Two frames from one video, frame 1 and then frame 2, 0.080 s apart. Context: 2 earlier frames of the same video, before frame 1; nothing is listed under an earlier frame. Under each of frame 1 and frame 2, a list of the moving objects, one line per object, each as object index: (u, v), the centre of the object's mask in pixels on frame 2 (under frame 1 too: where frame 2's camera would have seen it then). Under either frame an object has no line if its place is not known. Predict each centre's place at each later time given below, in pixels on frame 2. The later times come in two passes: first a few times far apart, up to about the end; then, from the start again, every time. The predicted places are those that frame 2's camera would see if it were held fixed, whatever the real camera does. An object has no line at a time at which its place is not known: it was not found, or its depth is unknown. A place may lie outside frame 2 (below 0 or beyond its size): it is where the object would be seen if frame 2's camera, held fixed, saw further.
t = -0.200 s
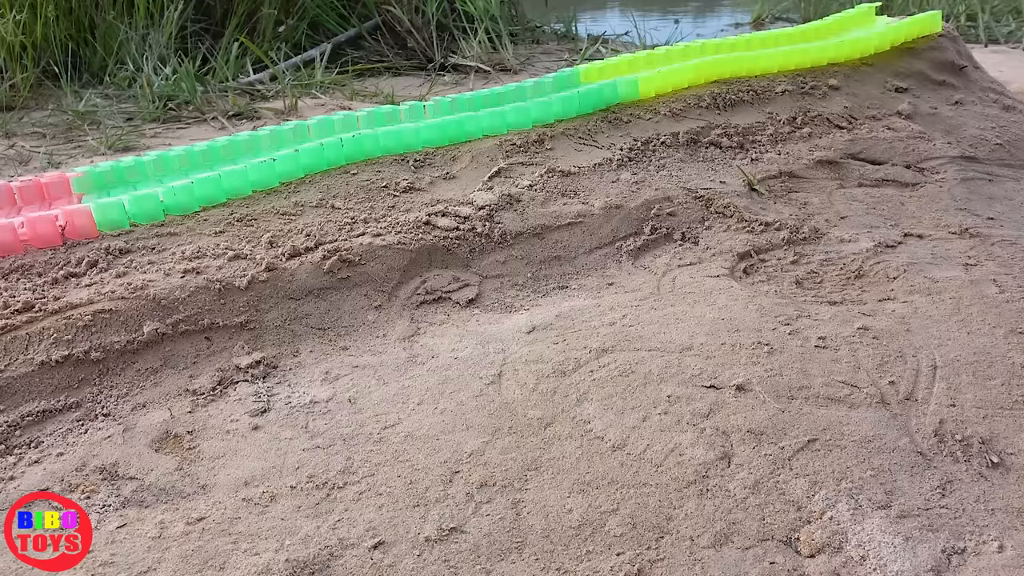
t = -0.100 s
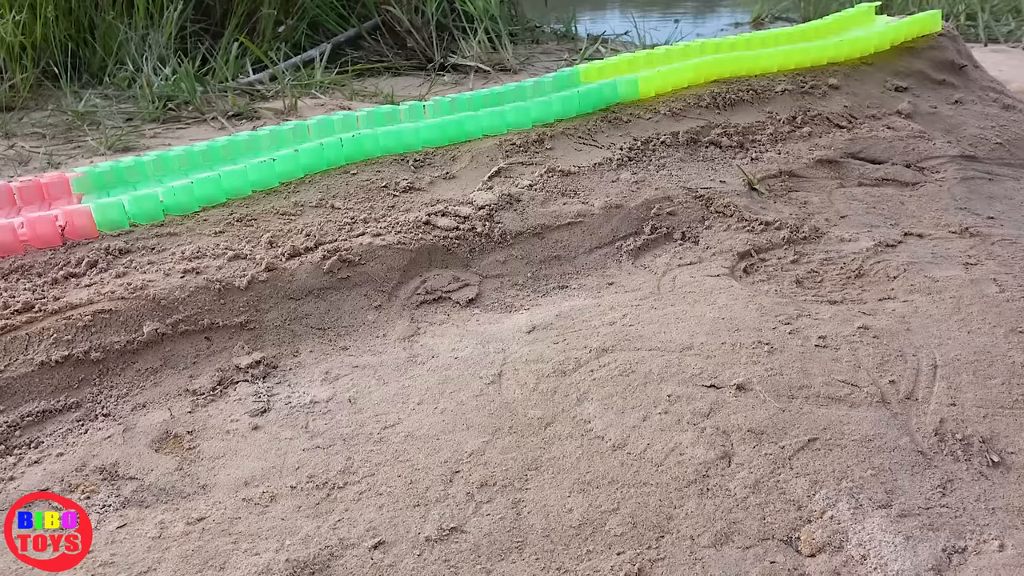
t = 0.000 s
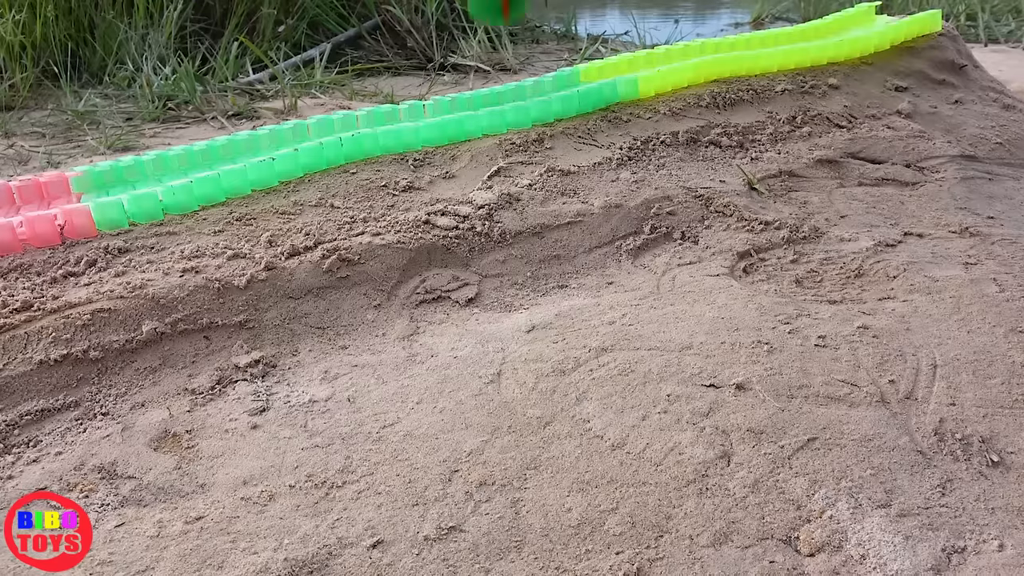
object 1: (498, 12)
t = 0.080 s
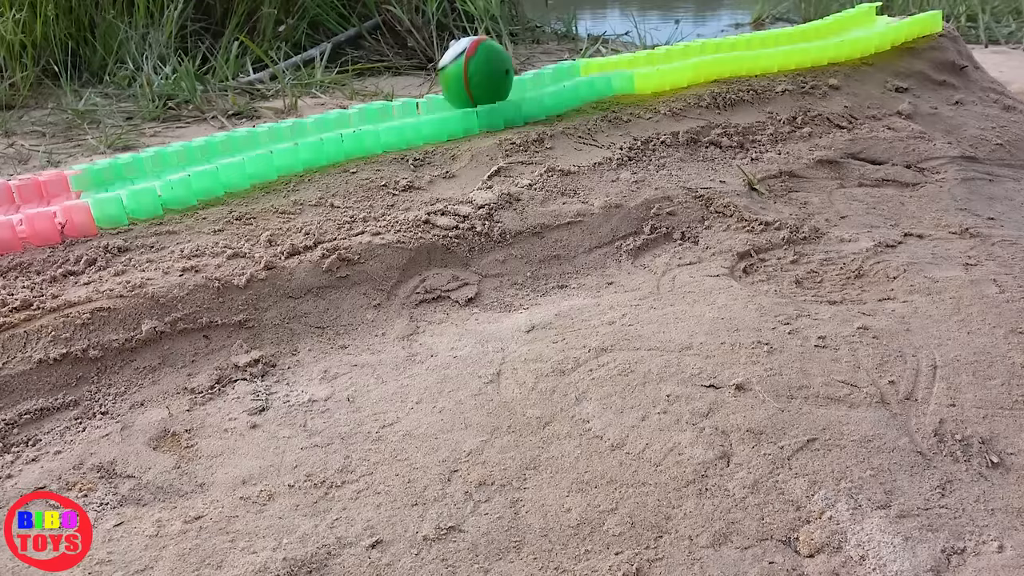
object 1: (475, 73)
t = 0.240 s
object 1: (408, 85)
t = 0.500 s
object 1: (315, 99)
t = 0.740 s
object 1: (214, 125)
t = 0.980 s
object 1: (57, 160)
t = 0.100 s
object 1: (470, 74)
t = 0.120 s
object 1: (463, 73)
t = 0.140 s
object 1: (456, 74)
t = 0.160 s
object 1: (447, 73)
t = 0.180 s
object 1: (438, 74)
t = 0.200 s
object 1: (428, 77)
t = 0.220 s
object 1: (419, 81)
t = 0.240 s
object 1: (408, 85)
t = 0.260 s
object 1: (396, 85)
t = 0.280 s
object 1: (386, 87)
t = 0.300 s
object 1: (375, 88)
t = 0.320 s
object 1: (364, 88)
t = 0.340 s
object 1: (355, 87)
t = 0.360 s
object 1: (347, 88)
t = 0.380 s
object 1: (341, 89)
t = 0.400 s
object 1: (336, 91)
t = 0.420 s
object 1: (333, 93)
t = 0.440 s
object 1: (328, 95)
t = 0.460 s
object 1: (324, 96)
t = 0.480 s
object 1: (320, 97)
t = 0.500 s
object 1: (315, 99)
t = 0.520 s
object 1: (310, 100)
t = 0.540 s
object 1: (303, 102)
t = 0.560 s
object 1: (296, 105)
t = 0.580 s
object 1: (288, 107)
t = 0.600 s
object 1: (280, 109)
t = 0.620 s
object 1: (271, 111)
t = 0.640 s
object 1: (263, 113)
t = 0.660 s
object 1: (254, 116)
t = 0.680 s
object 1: (245, 118)
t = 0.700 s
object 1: (235, 120)
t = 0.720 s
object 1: (225, 123)
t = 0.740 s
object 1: (214, 125)
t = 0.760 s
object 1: (202, 129)
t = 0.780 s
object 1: (190, 131)
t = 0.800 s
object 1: (178, 134)
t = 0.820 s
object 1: (167, 138)
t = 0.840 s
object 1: (154, 140)
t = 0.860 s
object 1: (142, 143)
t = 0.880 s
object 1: (128, 146)
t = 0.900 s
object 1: (115, 148)
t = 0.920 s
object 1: (102, 151)
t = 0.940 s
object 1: (88, 154)
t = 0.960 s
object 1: (72, 157)
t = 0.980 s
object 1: (57, 160)
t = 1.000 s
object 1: (44, 163)
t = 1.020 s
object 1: (35, 165)
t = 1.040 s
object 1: (28, 168)
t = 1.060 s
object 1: (21, 171)
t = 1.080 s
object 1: (14, 174)
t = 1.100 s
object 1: (7, 176)
